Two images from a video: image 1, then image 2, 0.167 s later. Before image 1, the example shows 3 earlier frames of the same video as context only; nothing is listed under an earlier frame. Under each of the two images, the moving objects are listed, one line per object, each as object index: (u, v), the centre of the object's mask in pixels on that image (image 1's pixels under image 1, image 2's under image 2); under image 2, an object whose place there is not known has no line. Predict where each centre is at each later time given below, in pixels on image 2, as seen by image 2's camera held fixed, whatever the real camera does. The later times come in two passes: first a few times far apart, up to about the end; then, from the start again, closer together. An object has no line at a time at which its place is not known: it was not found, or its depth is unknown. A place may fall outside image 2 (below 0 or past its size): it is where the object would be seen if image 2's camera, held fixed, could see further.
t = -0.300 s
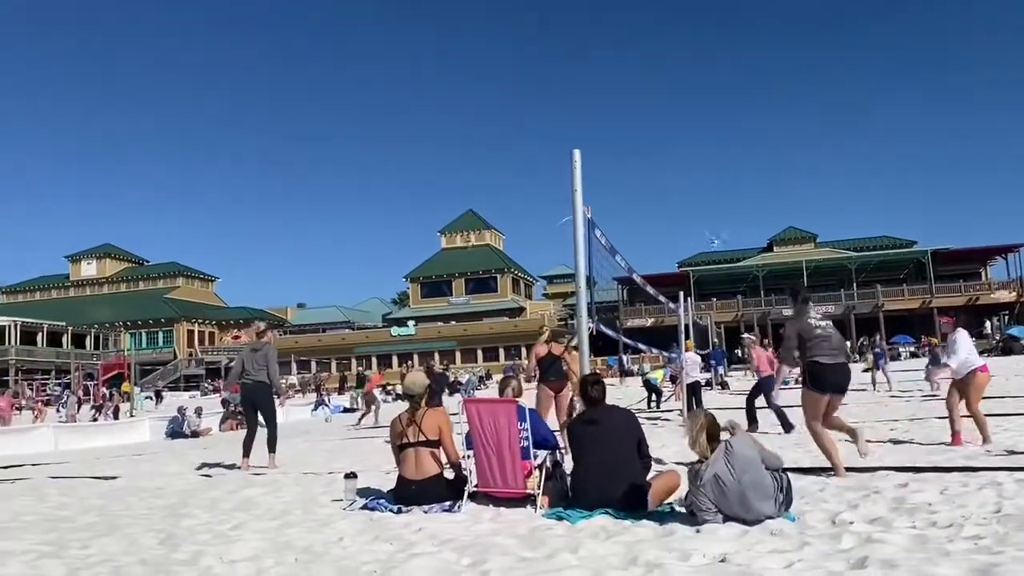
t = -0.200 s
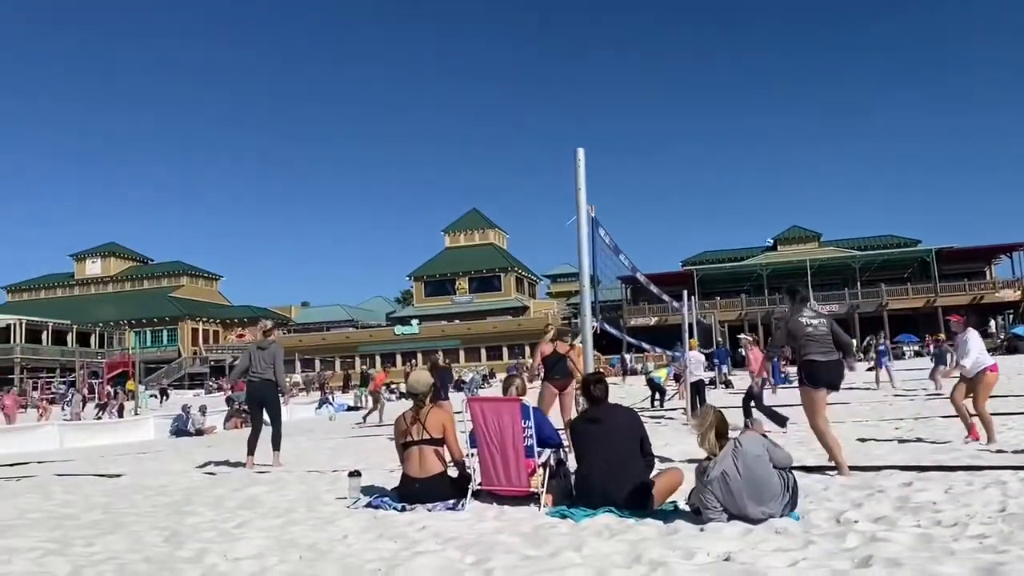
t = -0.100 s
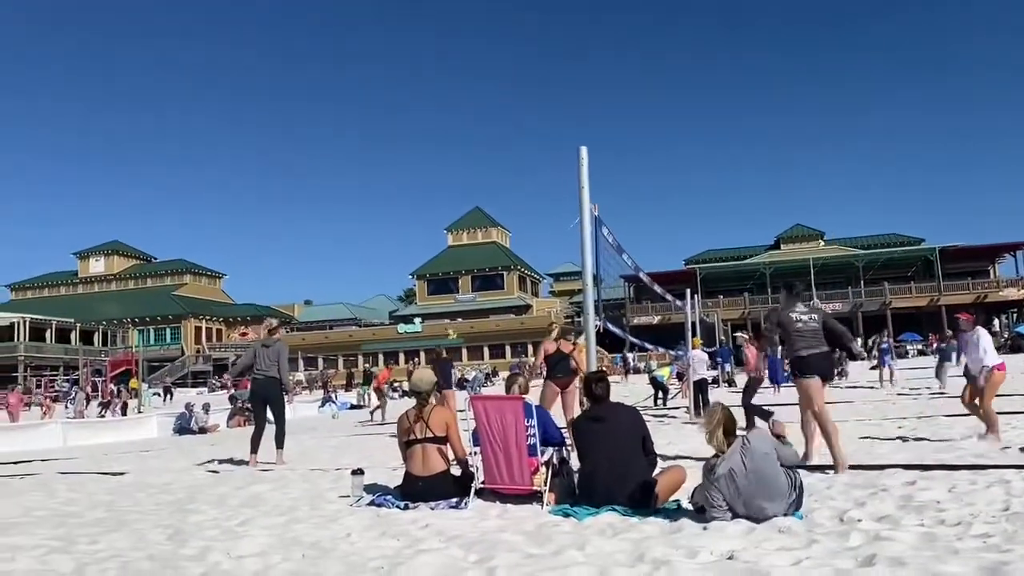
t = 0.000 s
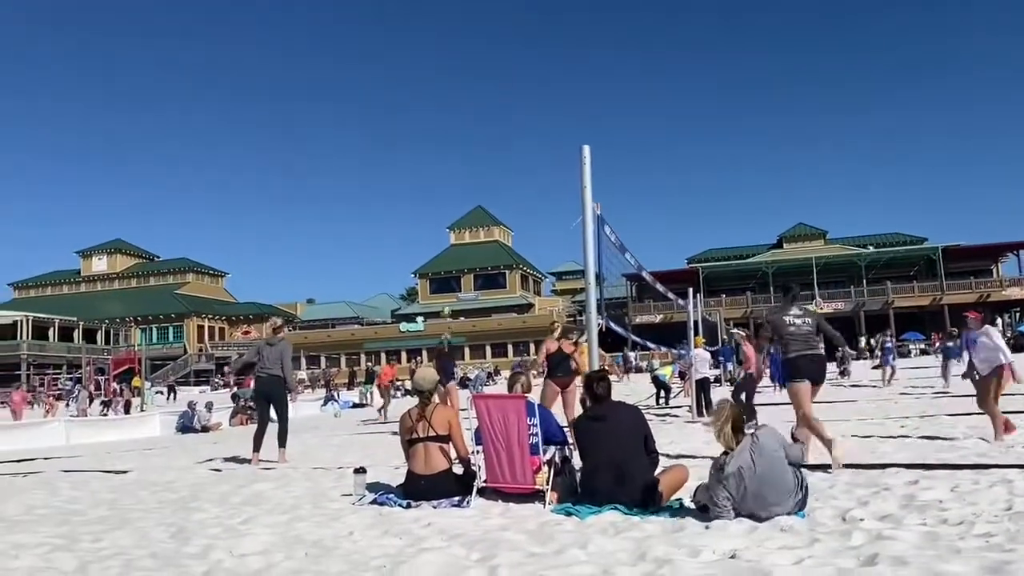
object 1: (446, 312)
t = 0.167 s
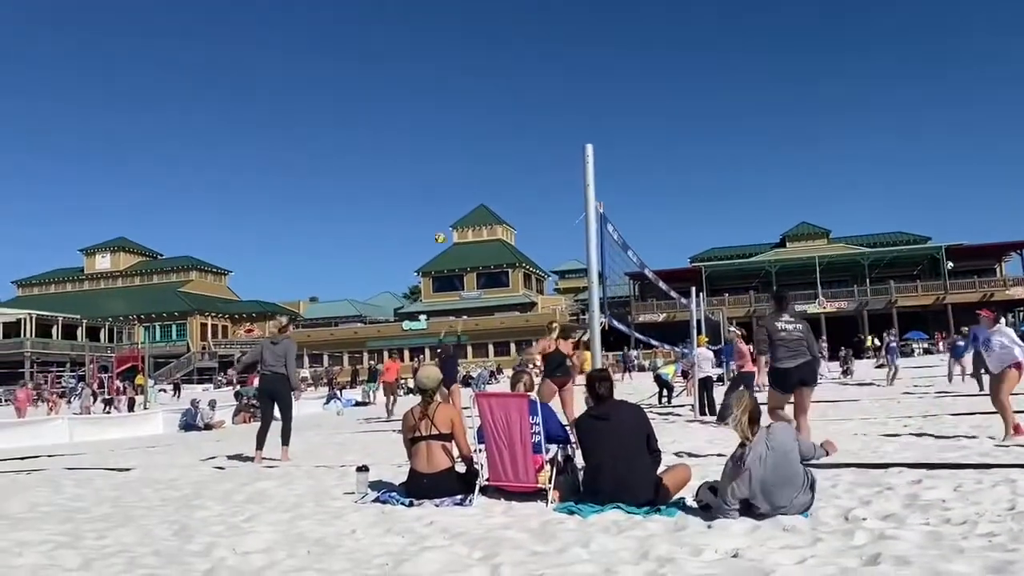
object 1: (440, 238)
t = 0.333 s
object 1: (430, 182)
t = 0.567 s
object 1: (415, 125)
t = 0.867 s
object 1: (394, 94)
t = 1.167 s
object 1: (371, 109)
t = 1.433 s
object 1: (345, 164)
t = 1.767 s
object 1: (302, 293)
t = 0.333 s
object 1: (430, 182)
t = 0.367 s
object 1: (428, 171)
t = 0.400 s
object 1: (425, 162)
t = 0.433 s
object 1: (424, 154)
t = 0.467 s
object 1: (421, 146)
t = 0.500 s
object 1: (419, 139)
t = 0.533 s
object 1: (417, 132)
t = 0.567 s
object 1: (415, 125)
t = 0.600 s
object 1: (413, 119)
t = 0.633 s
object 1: (411, 114)
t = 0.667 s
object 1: (408, 110)
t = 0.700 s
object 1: (406, 106)
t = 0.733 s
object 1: (403, 102)
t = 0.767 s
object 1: (401, 99)
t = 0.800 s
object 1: (399, 97)
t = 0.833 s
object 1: (397, 96)
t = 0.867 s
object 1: (394, 94)
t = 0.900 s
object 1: (392, 94)
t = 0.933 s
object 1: (391, 94)
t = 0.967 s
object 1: (387, 94)
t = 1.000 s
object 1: (385, 95)
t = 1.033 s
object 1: (382, 98)
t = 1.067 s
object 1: (379, 100)
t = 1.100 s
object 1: (377, 102)
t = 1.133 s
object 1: (373, 106)
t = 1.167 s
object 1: (371, 109)
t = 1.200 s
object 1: (368, 115)
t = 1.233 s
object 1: (364, 120)
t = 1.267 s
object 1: (362, 126)
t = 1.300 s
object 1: (360, 132)
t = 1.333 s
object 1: (356, 140)
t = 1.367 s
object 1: (351, 148)
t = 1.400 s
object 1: (348, 156)
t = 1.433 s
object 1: (345, 164)
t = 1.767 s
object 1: (302, 293)
